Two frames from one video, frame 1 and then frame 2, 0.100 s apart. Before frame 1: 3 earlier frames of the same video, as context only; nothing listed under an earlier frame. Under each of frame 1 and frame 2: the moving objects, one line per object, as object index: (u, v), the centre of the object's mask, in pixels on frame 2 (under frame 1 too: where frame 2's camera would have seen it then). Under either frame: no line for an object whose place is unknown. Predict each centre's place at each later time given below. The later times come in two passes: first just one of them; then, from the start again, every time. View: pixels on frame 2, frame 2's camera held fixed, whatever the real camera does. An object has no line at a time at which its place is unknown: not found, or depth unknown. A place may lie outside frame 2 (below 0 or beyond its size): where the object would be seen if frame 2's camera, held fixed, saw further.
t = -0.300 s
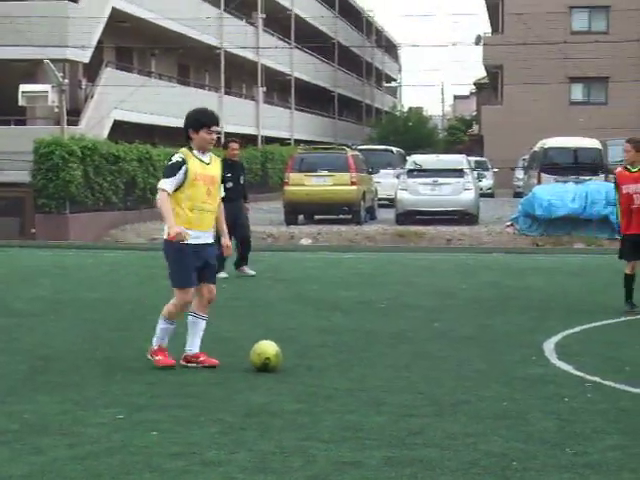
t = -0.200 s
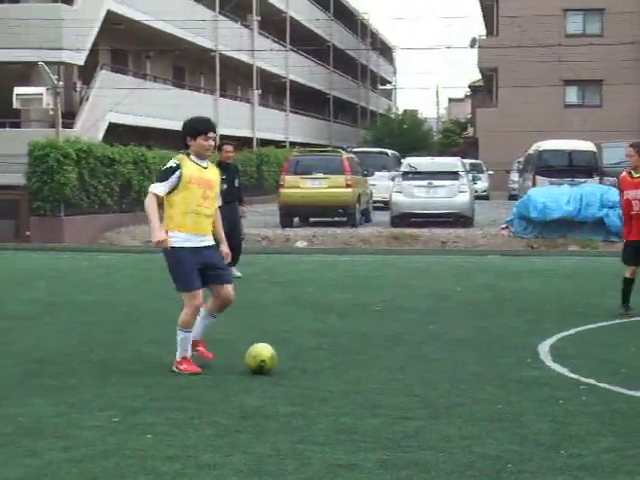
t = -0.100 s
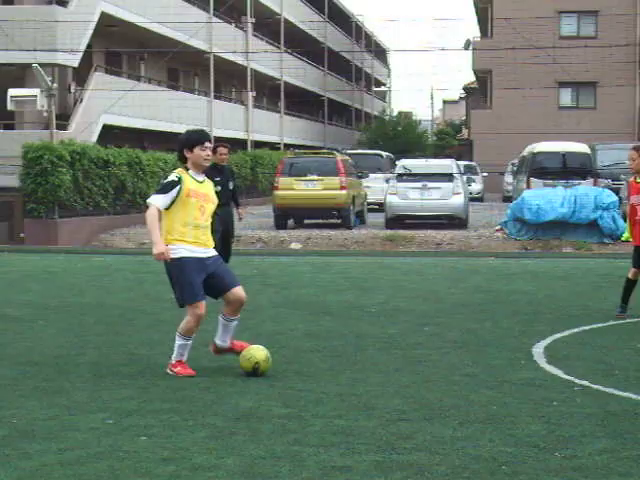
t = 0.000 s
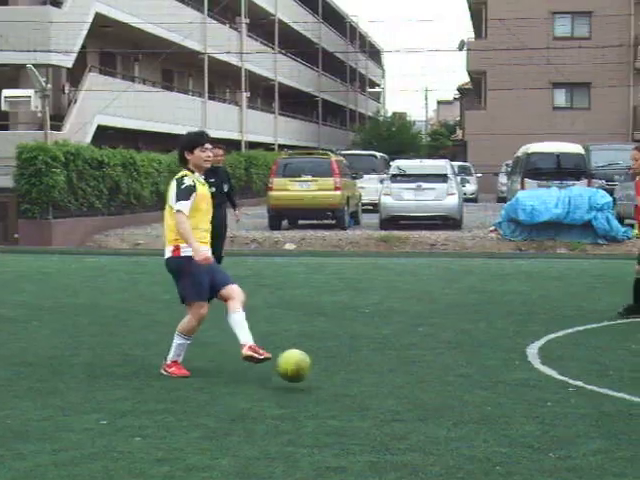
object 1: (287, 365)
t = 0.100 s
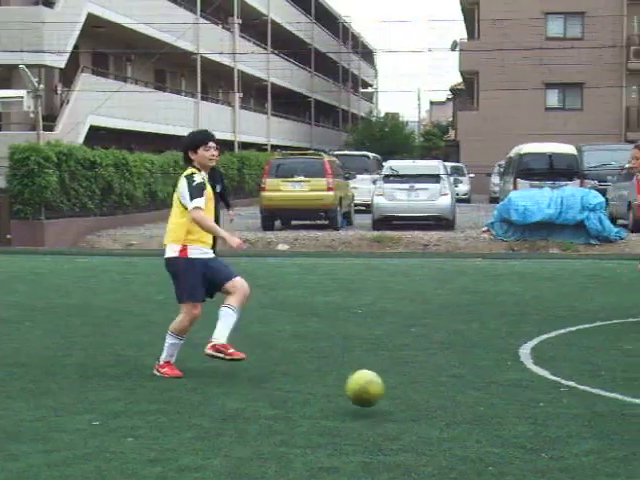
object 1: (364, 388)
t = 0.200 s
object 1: (454, 423)
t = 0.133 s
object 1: (395, 400)
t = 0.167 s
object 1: (426, 414)
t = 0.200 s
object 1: (454, 423)
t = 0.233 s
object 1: (485, 429)
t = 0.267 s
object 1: (516, 440)
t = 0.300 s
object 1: (548, 454)
